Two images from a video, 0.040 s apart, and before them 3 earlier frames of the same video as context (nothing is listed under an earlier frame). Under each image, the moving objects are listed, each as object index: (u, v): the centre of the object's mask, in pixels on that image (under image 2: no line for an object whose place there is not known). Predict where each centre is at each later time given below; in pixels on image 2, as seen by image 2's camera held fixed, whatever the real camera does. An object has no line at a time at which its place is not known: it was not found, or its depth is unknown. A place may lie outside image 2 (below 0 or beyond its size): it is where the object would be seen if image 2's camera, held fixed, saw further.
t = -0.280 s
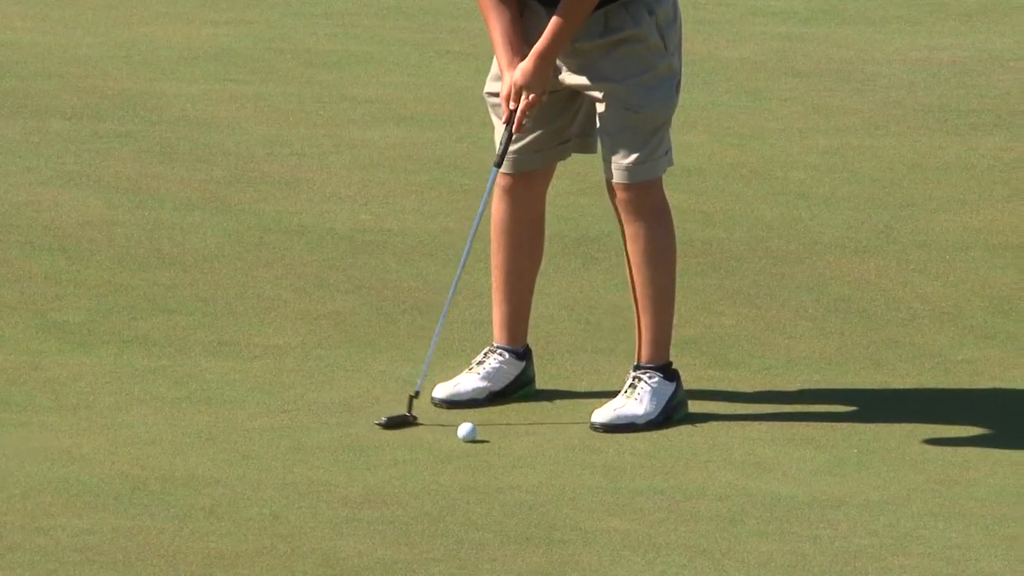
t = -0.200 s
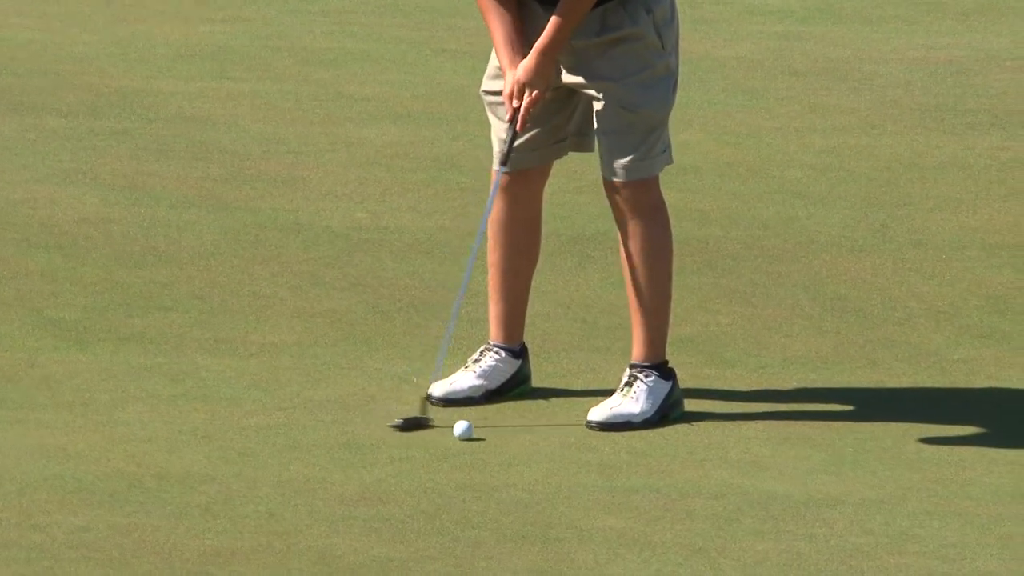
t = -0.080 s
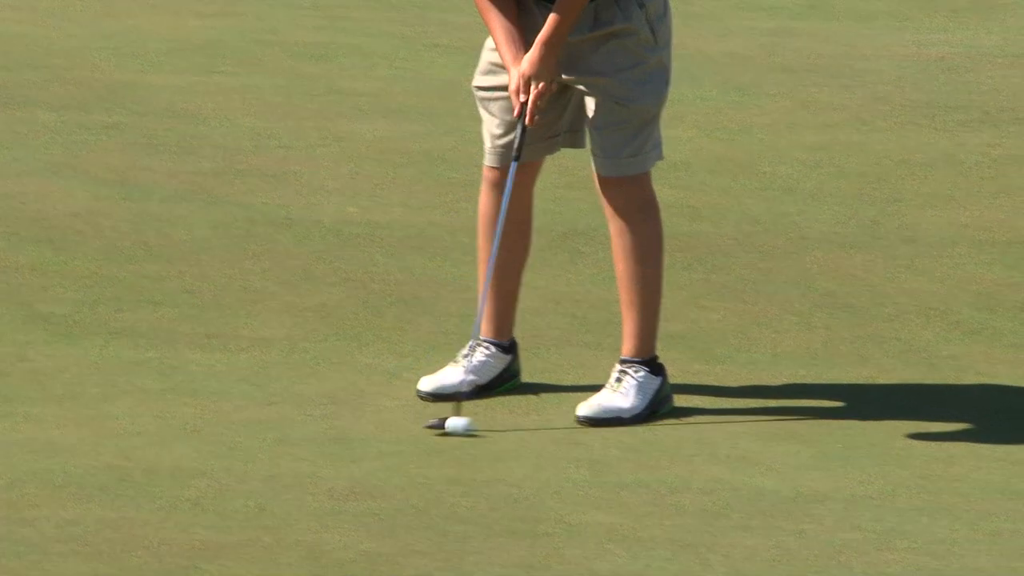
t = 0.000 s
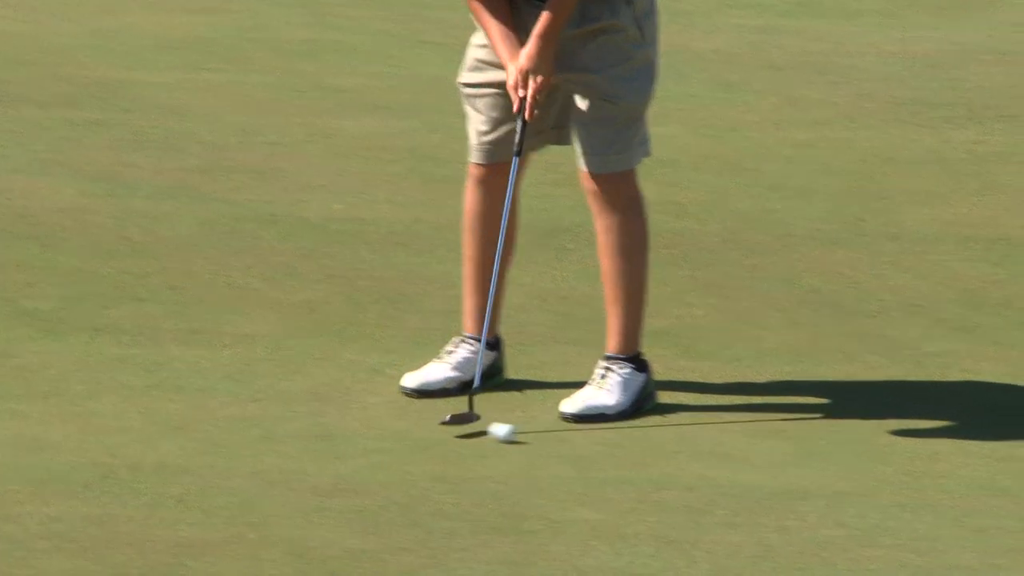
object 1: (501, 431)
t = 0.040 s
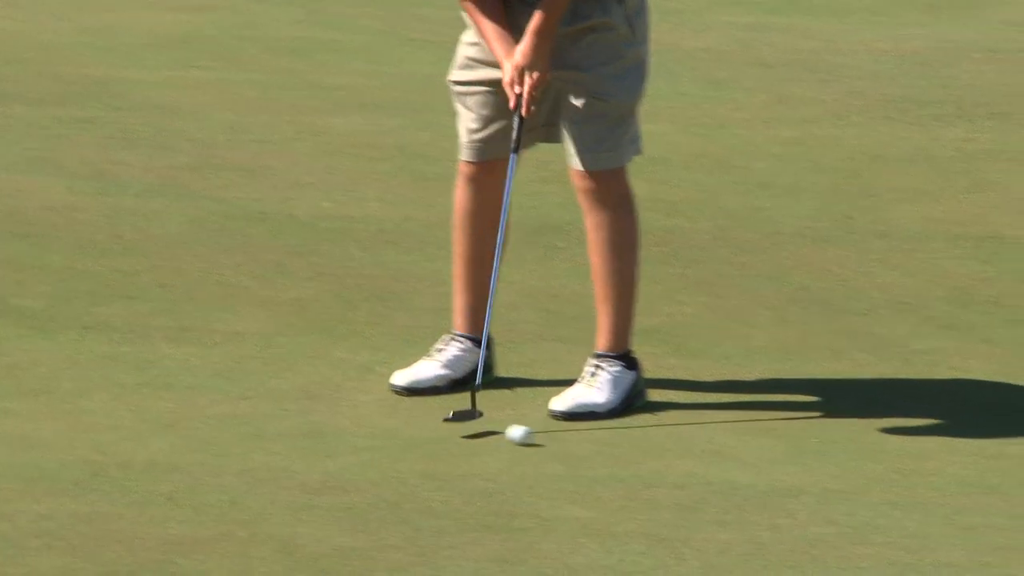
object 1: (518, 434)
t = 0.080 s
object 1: (543, 439)
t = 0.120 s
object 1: (565, 443)
